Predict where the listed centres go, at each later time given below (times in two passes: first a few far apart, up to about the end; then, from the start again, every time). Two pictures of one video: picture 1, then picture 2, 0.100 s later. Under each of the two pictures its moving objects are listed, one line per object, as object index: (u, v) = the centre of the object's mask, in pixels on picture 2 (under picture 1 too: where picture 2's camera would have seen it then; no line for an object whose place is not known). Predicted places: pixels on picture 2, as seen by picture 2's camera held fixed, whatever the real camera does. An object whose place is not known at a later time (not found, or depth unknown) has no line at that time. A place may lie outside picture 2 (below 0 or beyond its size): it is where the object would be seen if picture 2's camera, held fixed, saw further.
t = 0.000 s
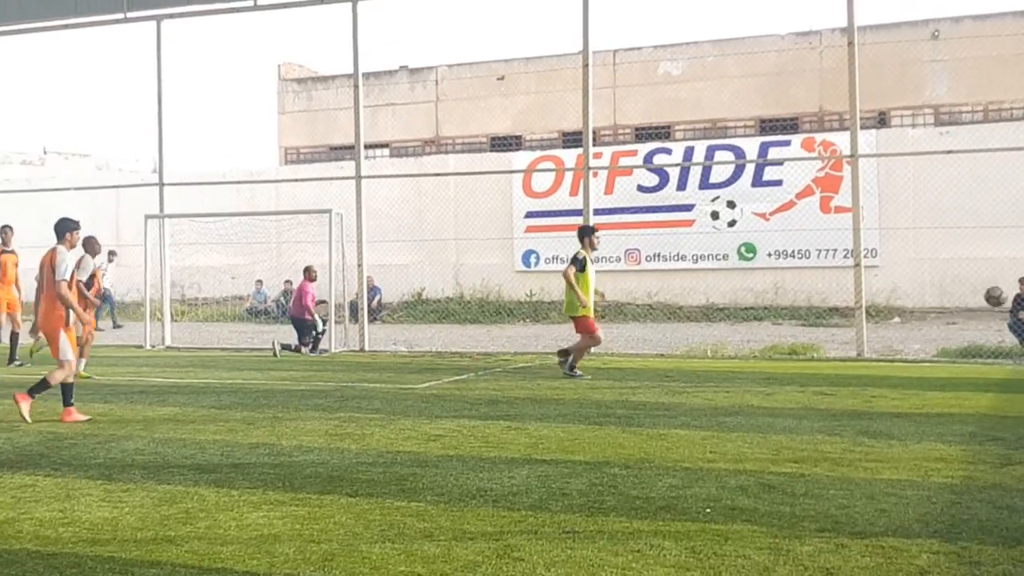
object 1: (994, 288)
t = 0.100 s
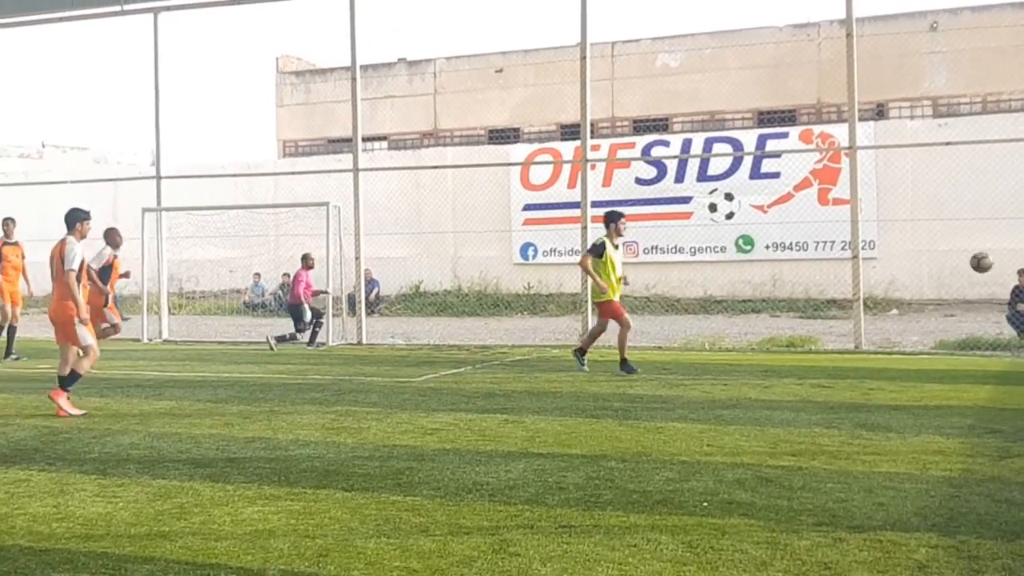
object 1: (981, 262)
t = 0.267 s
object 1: (961, 240)
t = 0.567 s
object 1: (923, 269)
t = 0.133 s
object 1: (977, 255)
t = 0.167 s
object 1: (973, 250)
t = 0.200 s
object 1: (969, 246)
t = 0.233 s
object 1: (965, 242)
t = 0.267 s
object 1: (961, 240)
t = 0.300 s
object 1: (956, 239)
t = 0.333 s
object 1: (952, 238)
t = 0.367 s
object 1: (949, 239)
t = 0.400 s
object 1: (944, 241)
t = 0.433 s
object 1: (940, 245)
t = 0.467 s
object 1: (936, 249)
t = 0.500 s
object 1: (932, 254)
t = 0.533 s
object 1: (928, 261)
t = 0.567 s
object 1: (923, 269)
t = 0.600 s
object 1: (919, 279)
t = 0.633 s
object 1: (915, 289)
